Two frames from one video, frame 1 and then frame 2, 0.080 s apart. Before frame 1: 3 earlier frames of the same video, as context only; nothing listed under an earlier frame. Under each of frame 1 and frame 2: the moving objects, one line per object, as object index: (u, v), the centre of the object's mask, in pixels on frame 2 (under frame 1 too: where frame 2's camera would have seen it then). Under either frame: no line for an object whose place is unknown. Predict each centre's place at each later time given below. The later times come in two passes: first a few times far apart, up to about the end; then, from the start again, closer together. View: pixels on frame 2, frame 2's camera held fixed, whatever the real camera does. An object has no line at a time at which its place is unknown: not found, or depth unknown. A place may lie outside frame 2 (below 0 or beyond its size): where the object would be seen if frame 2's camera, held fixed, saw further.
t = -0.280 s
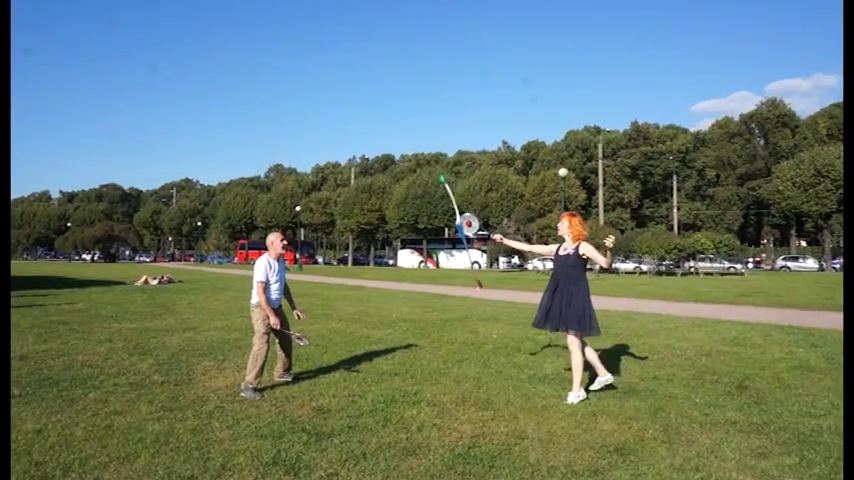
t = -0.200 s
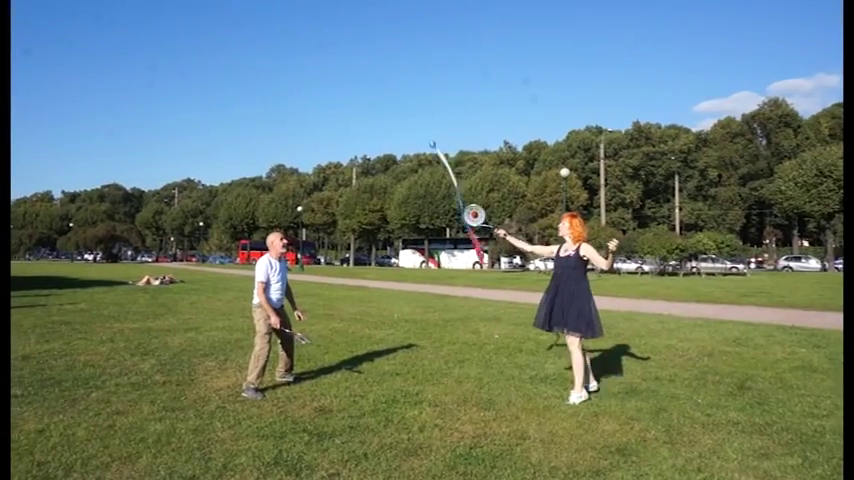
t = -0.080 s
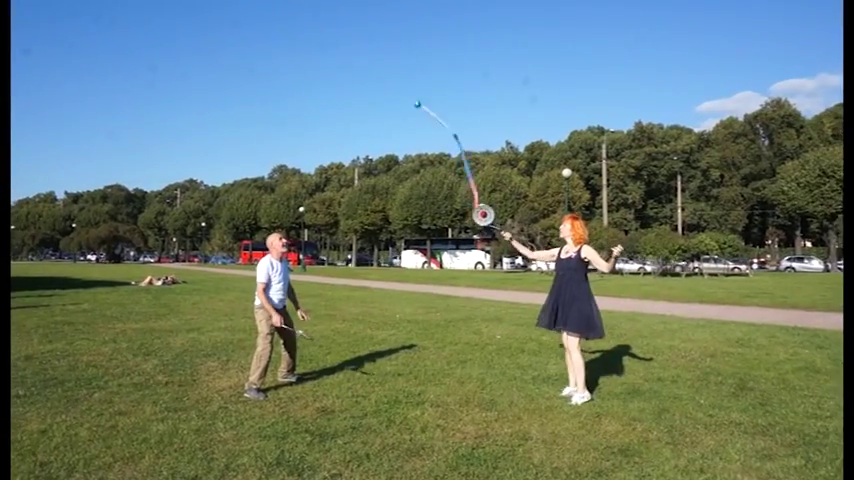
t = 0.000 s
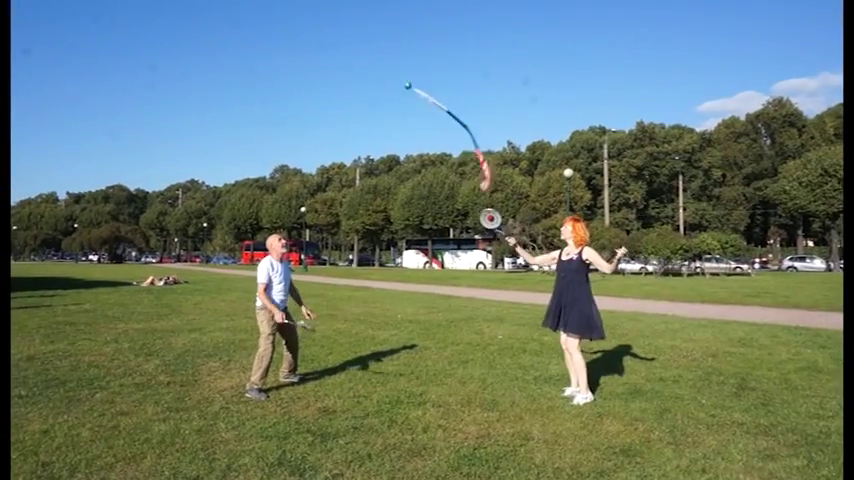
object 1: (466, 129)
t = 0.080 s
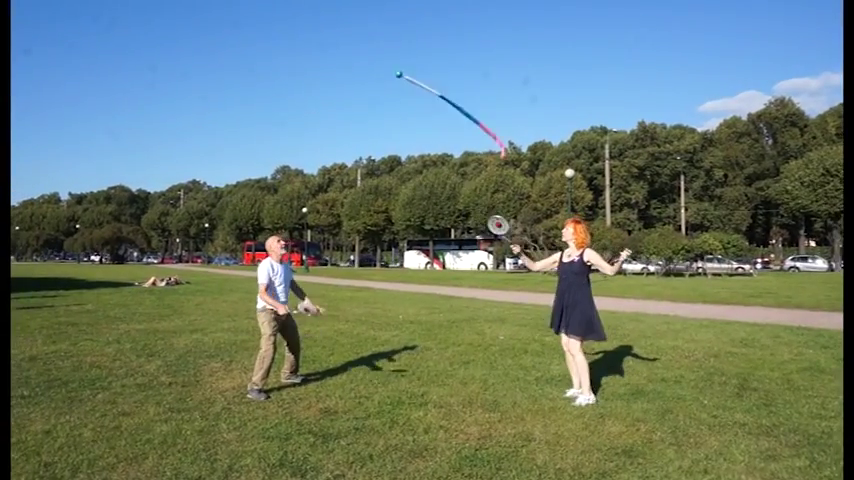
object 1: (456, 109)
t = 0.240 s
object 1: (436, 86)
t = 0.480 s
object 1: (409, 104)
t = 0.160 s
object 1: (445, 93)
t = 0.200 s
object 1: (443, 90)
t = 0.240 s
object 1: (436, 86)
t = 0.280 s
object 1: (433, 86)
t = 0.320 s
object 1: (429, 86)
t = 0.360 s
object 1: (426, 88)
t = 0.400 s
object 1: (420, 90)
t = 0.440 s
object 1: (413, 96)
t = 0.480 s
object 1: (409, 104)
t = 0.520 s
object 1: (400, 114)
